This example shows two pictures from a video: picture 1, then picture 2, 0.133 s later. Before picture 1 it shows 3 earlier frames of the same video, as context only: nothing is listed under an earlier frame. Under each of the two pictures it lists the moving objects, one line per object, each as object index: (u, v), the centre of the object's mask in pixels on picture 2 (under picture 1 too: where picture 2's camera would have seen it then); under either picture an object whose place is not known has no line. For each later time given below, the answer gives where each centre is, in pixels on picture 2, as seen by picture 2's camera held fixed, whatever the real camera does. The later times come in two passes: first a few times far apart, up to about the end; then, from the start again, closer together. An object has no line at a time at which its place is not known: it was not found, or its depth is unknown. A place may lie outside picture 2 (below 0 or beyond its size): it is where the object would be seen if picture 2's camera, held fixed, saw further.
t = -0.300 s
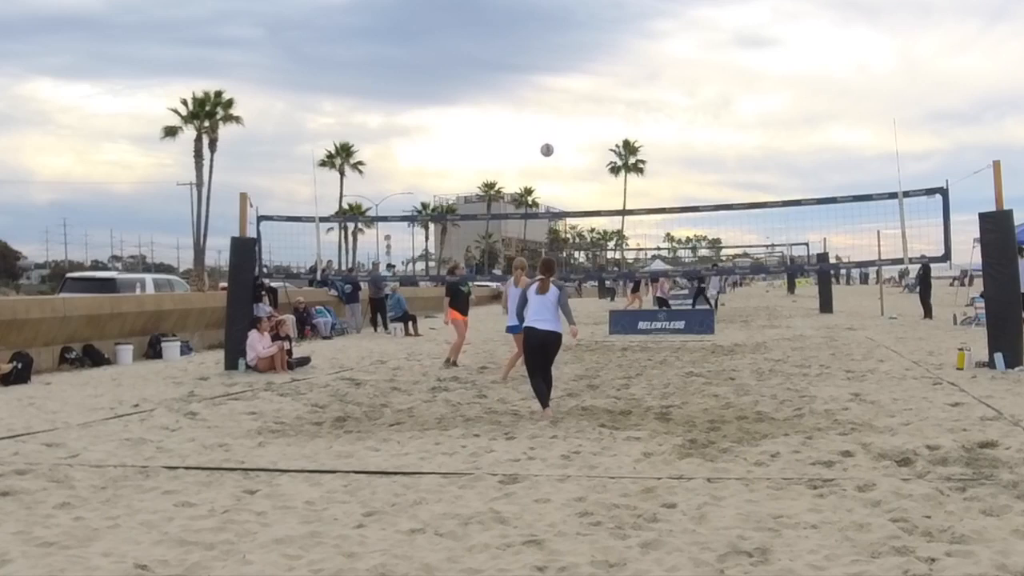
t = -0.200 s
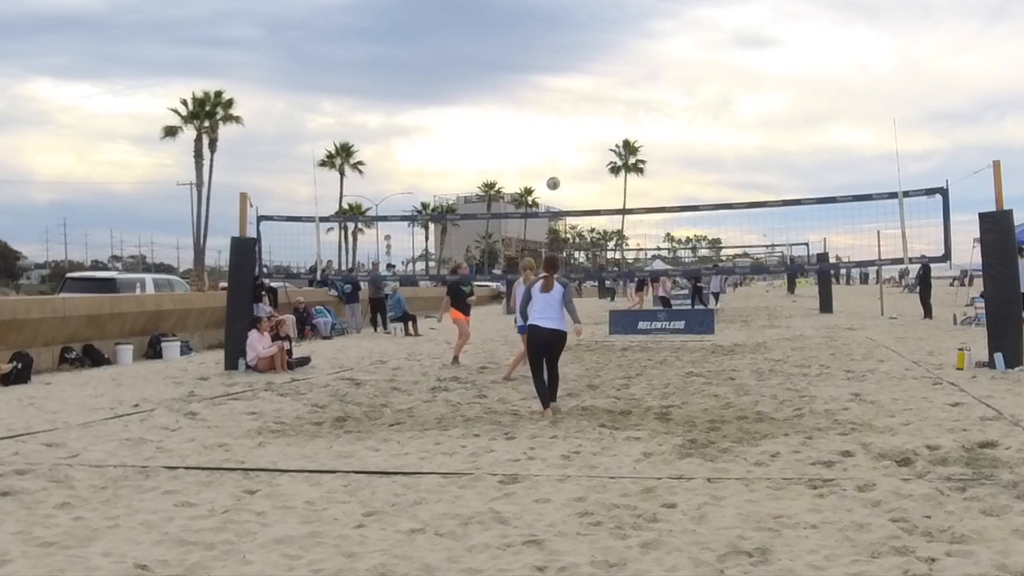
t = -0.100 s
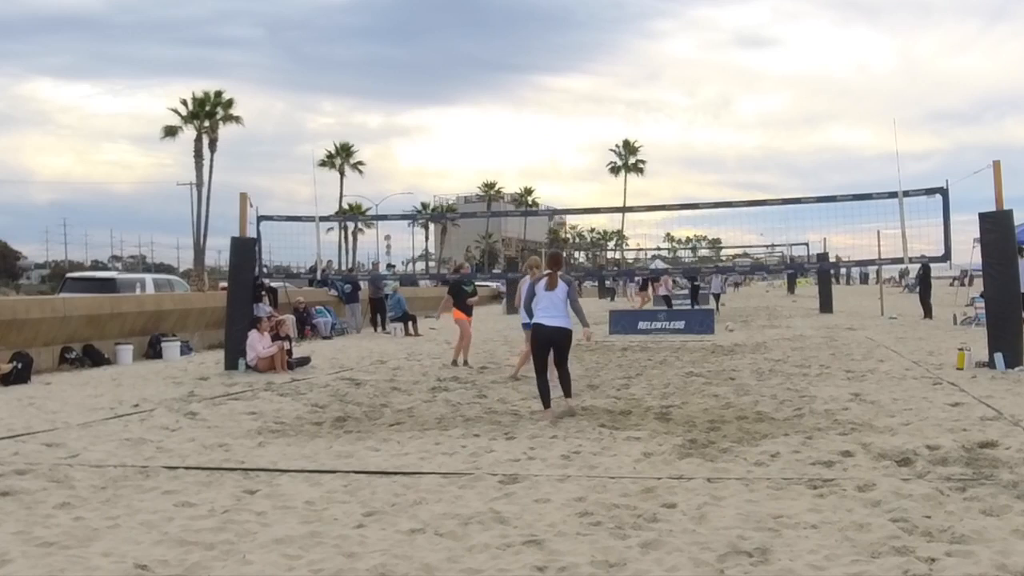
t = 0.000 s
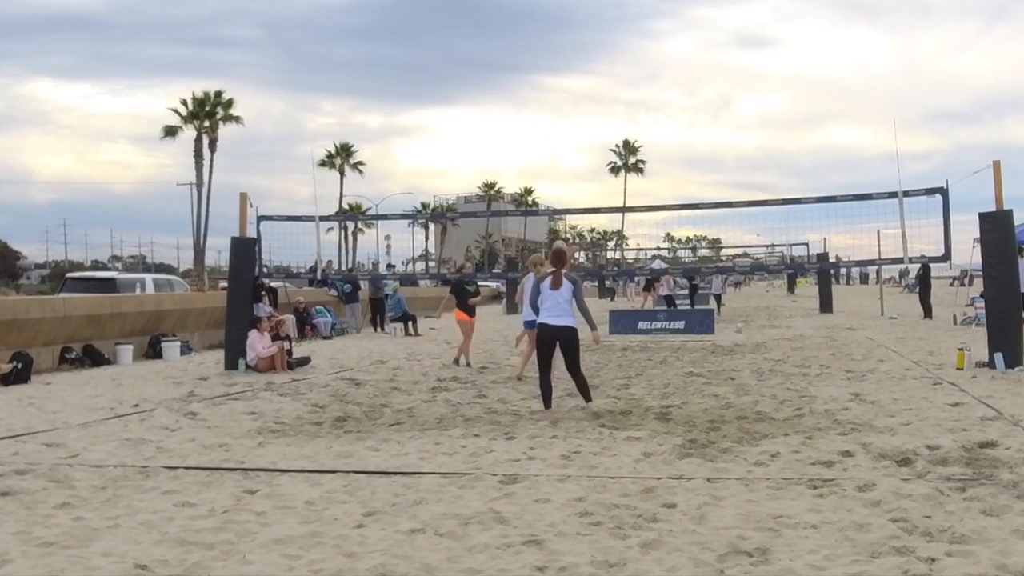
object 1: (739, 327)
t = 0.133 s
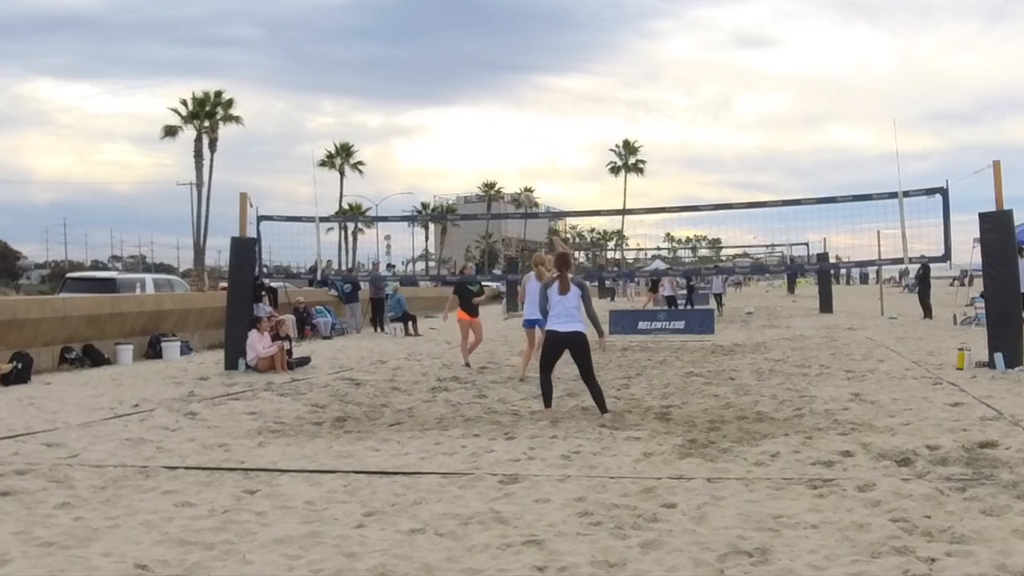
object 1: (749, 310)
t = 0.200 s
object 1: (755, 307)
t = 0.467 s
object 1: (780, 309)
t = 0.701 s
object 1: (805, 341)
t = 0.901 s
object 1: (823, 339)
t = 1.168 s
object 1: (843, 337)
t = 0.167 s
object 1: (753, 309)
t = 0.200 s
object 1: (755, 307)
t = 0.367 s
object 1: (771, 303)
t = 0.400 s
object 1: (774, 305)
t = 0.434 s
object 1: (778, 307)
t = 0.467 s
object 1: (780, 309)
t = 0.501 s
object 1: (783, 311)
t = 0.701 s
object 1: (805, 341)
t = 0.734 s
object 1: (807, 341)
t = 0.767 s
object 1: (811, 341)
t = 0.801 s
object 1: (814, 341)
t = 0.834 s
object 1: (817, 340)
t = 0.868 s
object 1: (819, 338)
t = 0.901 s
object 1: (823, 339)
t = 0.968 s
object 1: (829, 342)
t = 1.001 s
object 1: (833, 343)
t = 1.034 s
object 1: (836, 343)
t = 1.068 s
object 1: (837, 342)
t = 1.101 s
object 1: (839, 339)
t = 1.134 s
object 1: (841, 338)
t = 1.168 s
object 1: (843, 337)
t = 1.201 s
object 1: (844, 336)
